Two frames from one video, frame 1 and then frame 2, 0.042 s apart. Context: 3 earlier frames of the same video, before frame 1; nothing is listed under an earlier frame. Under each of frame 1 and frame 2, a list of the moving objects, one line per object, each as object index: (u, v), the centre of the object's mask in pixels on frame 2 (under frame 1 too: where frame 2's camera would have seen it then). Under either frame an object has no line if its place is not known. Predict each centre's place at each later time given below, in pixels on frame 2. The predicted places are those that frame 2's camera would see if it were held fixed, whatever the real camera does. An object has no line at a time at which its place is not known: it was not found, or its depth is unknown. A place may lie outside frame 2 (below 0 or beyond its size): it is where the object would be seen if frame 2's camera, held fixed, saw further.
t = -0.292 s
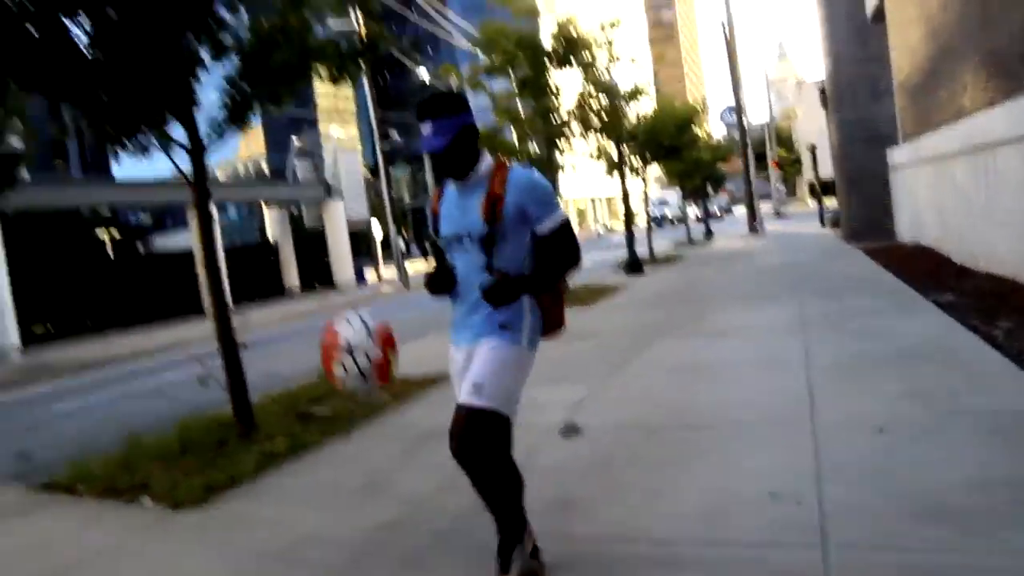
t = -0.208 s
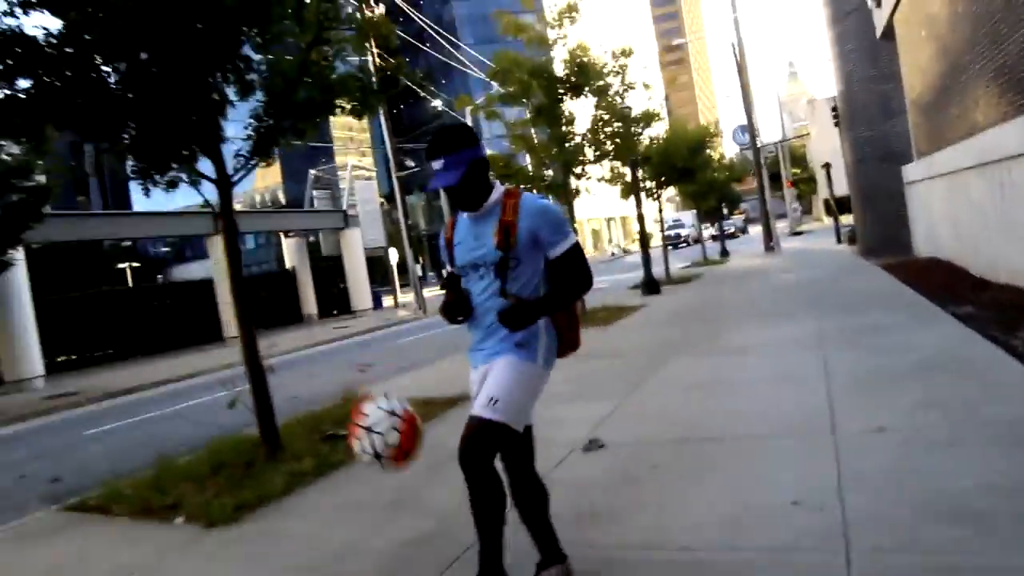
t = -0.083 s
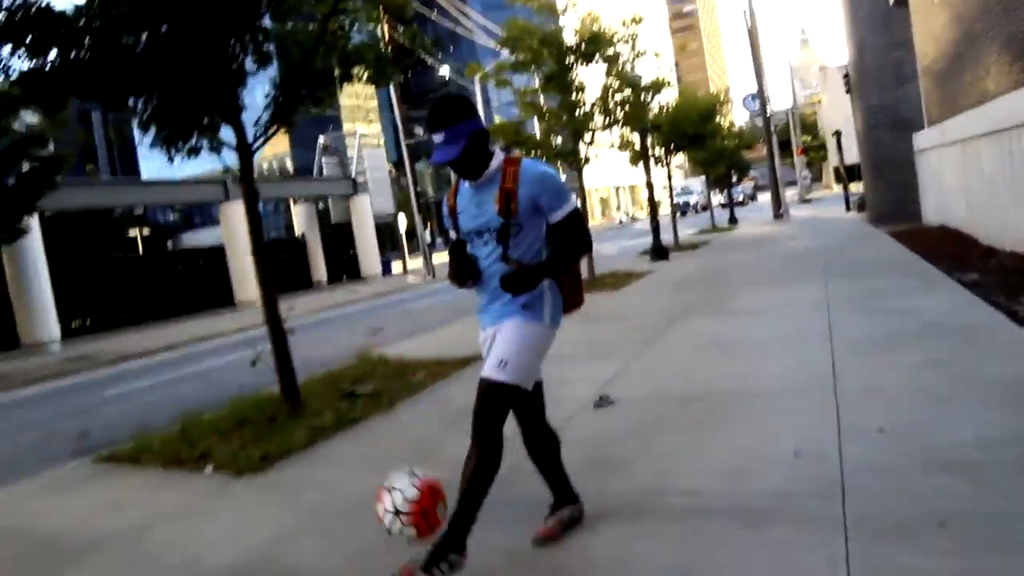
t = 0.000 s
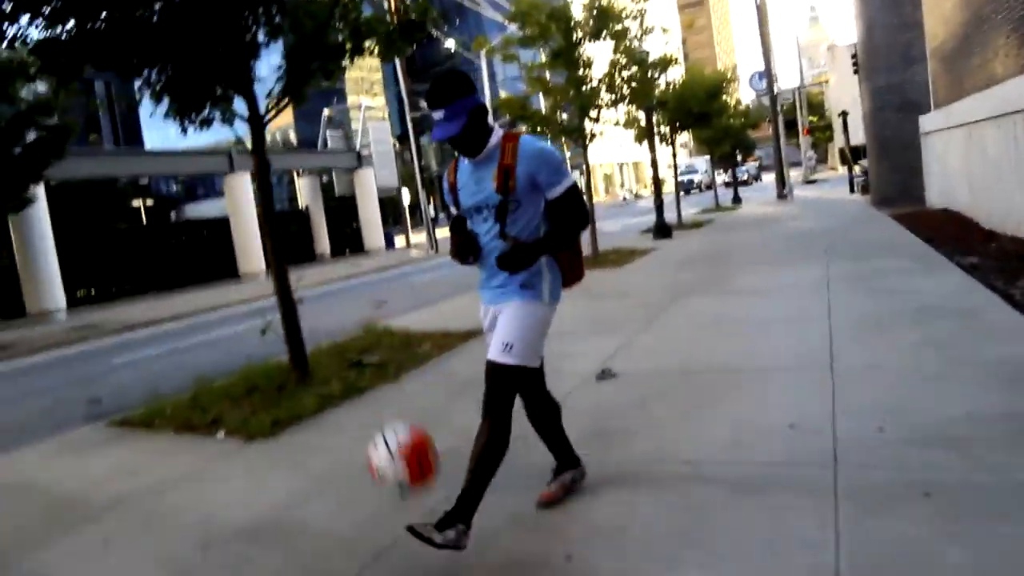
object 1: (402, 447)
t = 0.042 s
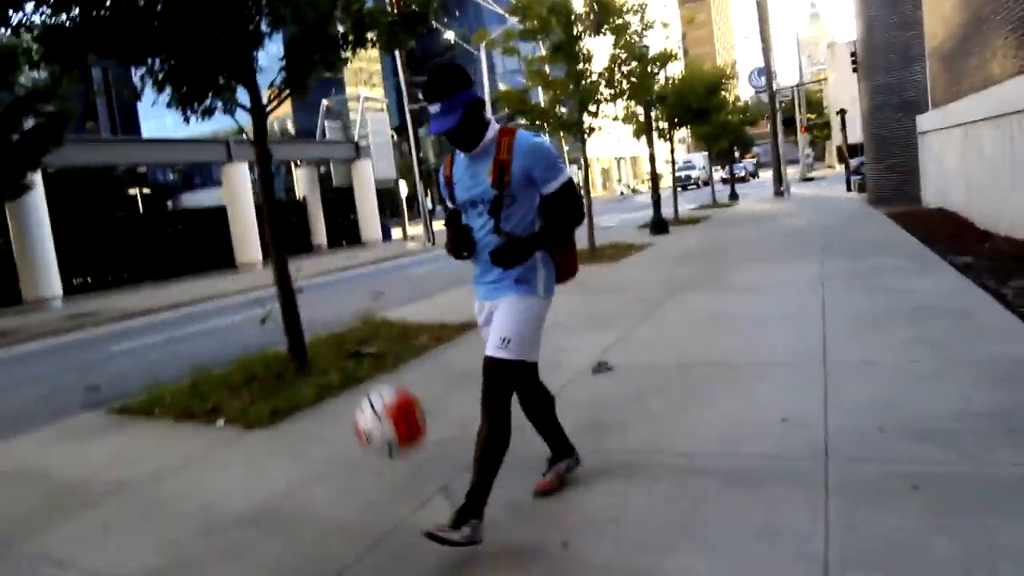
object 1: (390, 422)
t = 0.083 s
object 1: (377, 401)
